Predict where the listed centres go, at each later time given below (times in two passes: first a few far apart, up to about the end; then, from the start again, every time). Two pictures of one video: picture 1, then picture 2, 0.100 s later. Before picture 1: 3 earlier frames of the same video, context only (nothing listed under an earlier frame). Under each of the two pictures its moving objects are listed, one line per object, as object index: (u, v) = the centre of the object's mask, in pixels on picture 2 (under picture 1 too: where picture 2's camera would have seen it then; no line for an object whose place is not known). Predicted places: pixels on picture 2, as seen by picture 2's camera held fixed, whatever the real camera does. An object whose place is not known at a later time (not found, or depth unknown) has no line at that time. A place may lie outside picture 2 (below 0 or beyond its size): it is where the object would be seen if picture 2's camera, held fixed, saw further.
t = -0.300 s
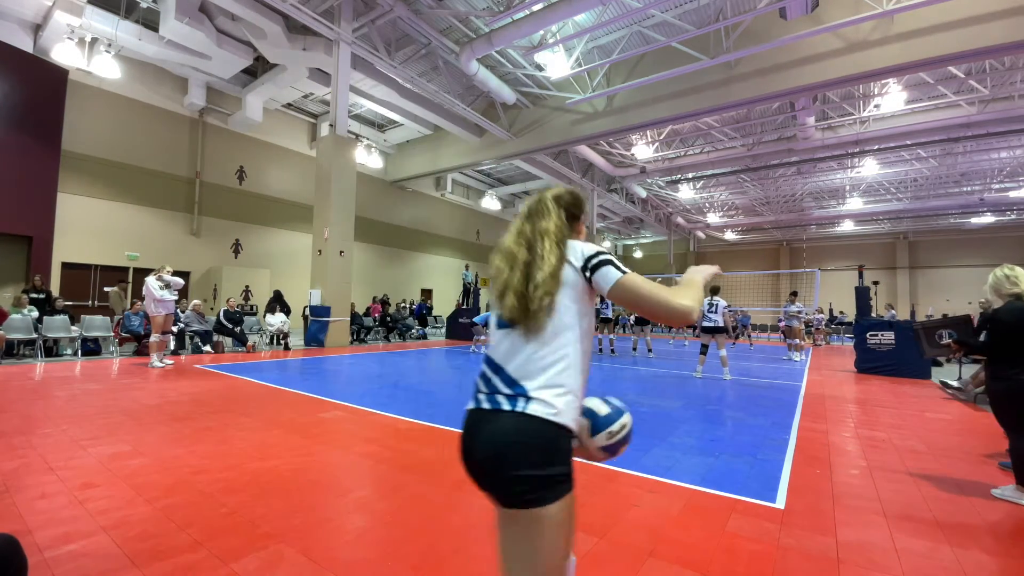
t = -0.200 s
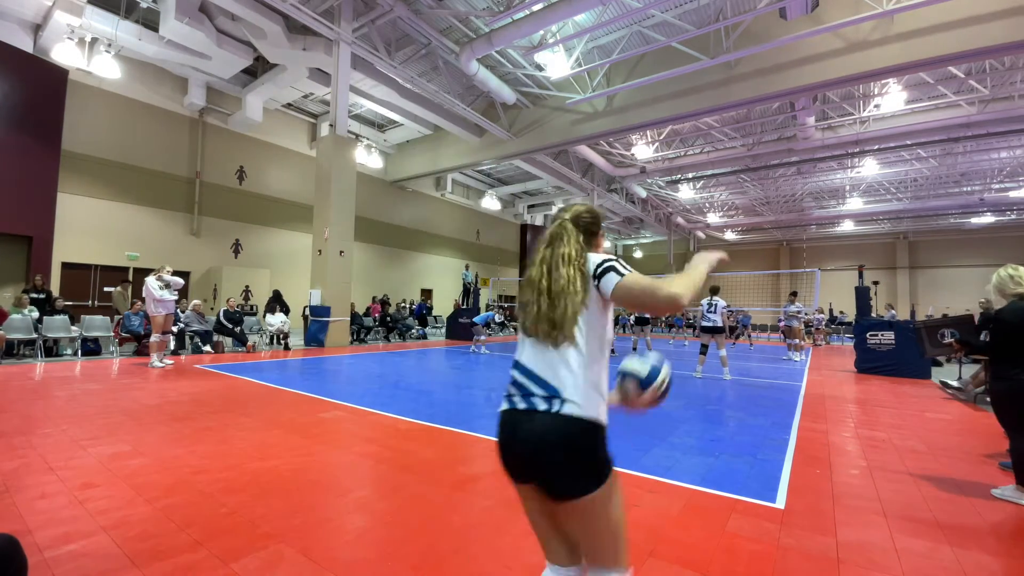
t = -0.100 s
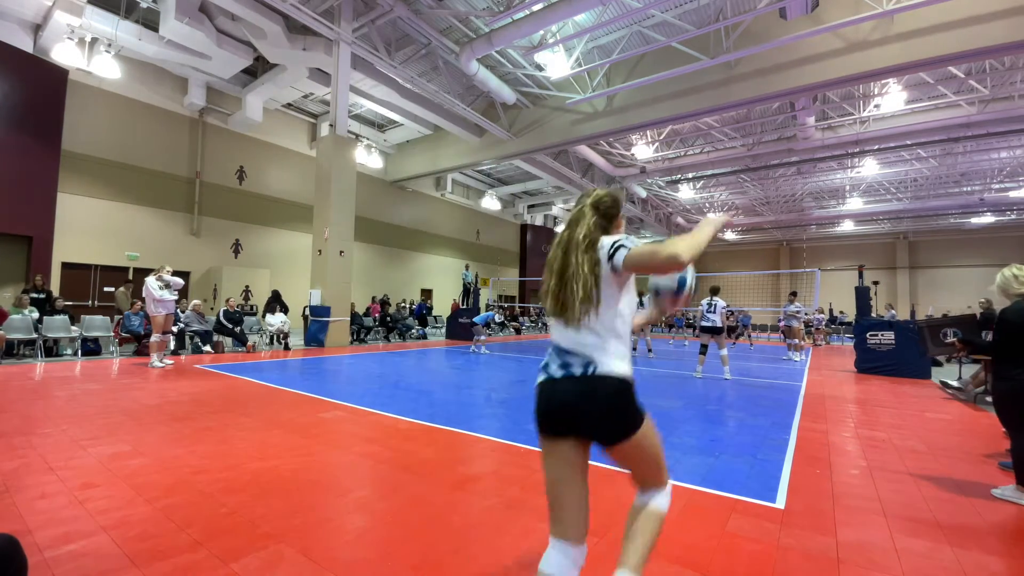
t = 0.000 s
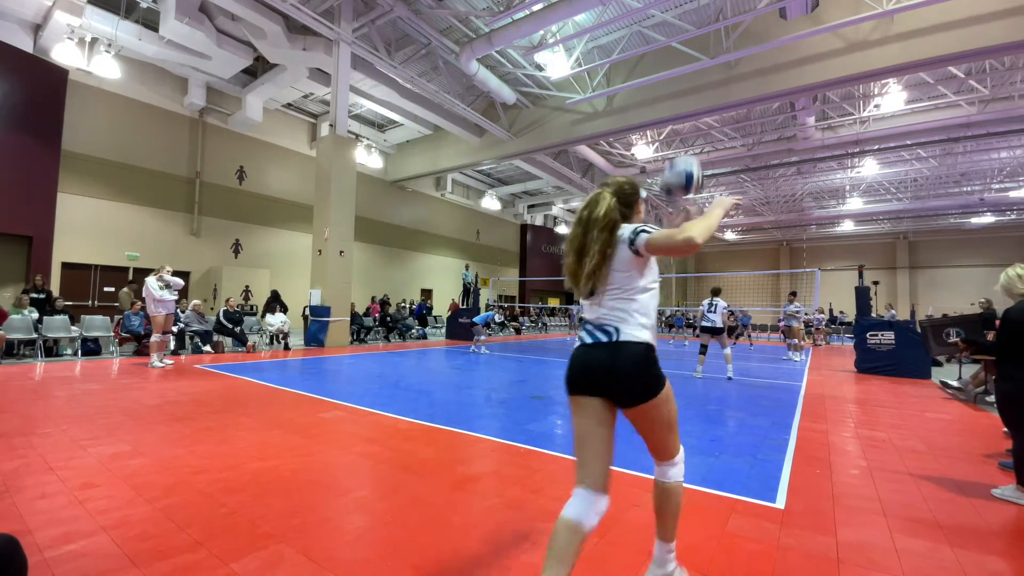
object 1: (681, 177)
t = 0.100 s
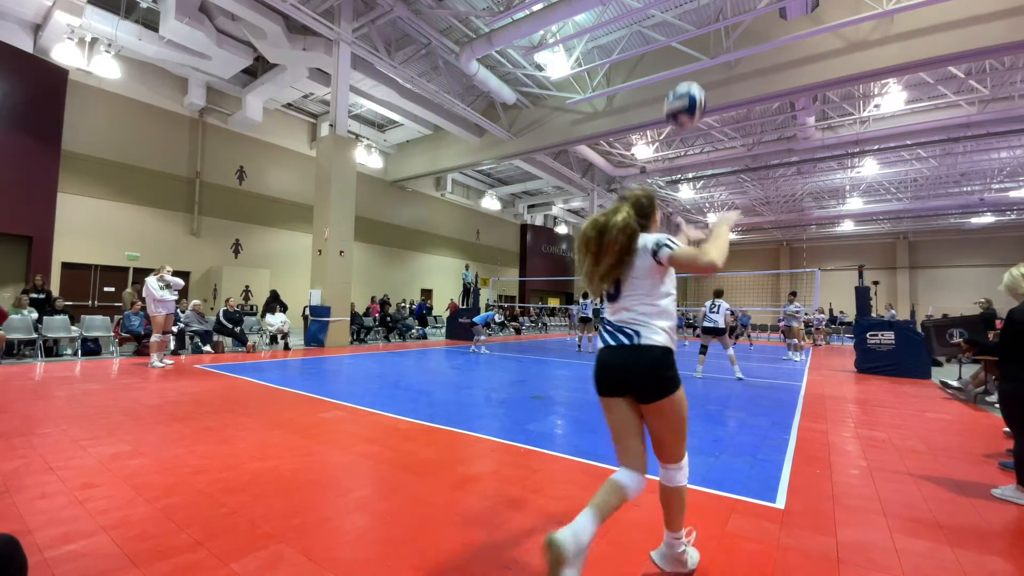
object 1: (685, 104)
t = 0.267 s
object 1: (690, 38)
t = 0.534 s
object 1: (696, 36)
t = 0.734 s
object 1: (700, 97)
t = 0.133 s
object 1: (686, 87)
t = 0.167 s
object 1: (687, 71)
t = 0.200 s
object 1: (688, 57)
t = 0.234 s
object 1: (689, 47)
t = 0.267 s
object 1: (690, 38)
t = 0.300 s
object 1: (691, 32)
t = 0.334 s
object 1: (692, 28)
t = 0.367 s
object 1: (692, 25)
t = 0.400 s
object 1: (693, 24)
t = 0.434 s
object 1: (694, 25)
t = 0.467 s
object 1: (695, 27)
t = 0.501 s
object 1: (695, 31)
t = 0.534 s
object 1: (696, 36)
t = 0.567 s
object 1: (697, 43)
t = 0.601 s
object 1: (698, 51)
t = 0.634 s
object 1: (698, 60)
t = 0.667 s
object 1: (699, 71)
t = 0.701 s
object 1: (700, 84)
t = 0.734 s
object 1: (700, 97)
